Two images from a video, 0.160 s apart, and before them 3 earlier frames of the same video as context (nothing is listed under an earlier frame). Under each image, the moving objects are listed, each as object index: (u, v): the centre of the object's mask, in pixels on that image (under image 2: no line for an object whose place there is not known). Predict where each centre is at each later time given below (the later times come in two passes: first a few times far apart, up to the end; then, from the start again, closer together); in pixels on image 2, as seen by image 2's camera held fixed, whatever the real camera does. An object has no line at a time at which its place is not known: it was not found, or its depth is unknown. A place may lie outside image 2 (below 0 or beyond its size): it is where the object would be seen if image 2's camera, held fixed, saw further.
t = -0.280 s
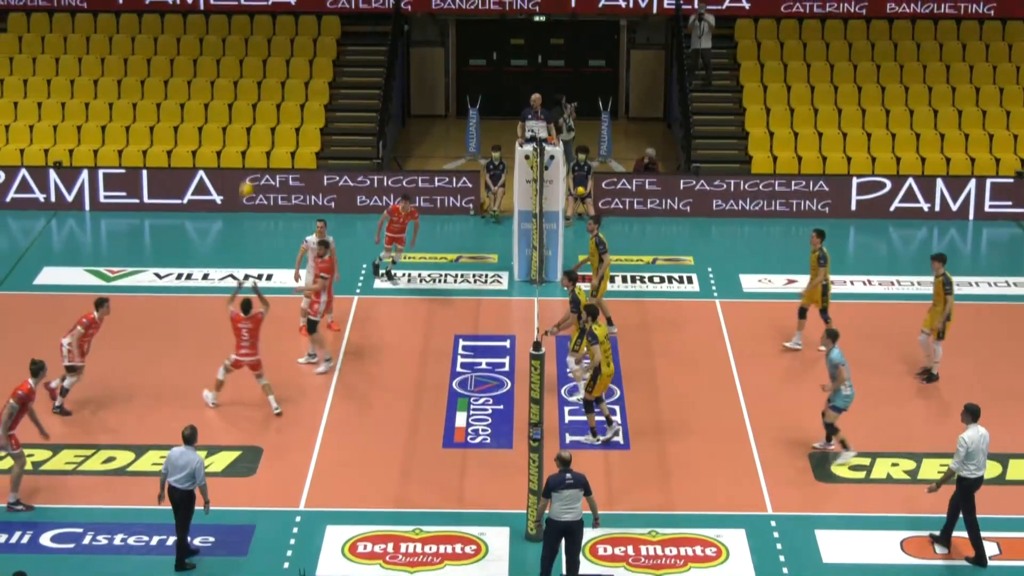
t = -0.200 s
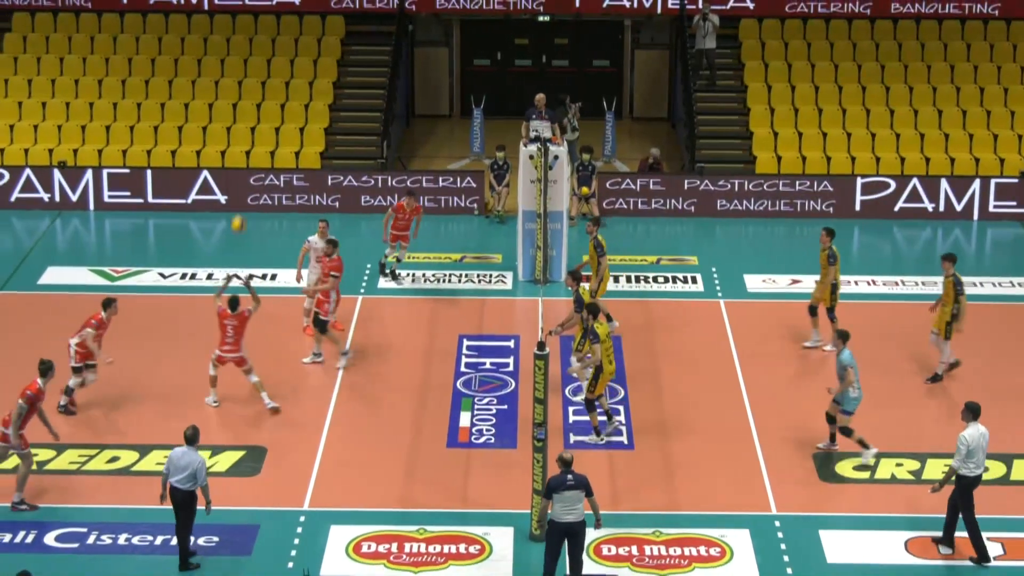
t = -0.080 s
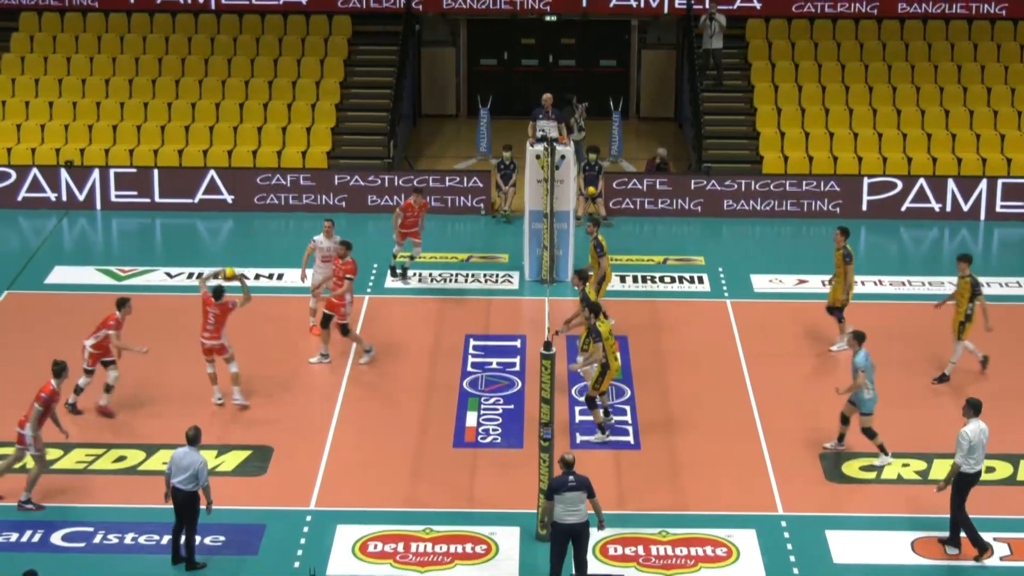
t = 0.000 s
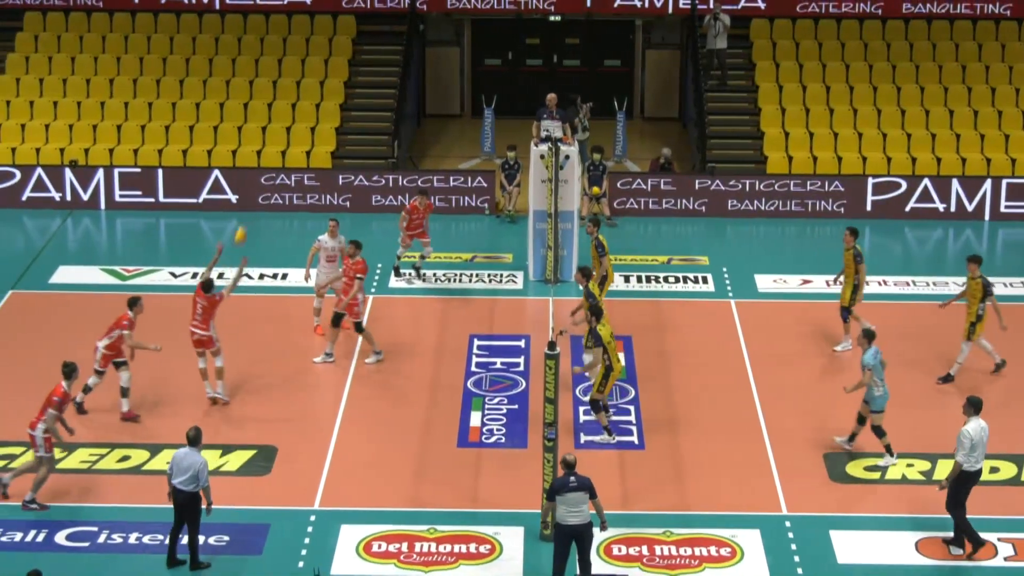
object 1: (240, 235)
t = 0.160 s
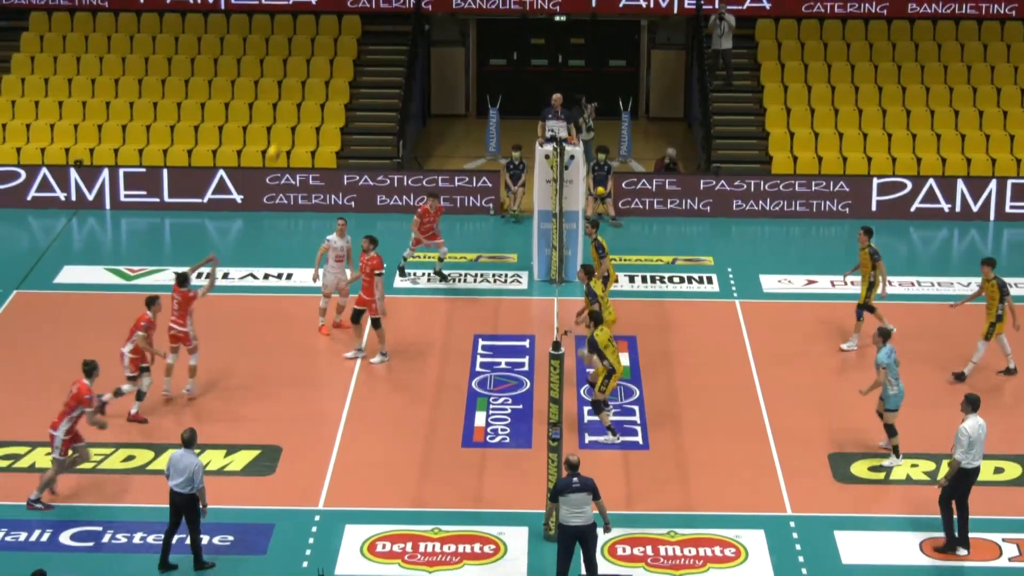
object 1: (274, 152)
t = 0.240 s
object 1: (287, 118)
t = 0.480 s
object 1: (324, 45)
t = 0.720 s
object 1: (363, 17)
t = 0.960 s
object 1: (398, 24)
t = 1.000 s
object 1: (403, 29)
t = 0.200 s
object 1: (280, 134)
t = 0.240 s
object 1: (287, 118)
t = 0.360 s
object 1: (305, 77)
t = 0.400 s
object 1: (311, 65)
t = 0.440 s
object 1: (318, 54)
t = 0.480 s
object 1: (324, 45)
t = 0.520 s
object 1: (331, 39)
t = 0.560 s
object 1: (337, 33)
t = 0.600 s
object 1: (344, 27)
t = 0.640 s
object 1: (350, 22)
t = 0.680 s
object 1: (357, 19)
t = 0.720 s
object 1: (363, 17)
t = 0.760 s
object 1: (368, 16)
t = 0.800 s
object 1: (375, 16)
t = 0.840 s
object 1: (381, 16)
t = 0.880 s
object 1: (386, 17)
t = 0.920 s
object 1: (392, 20)
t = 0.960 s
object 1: (398, 24)
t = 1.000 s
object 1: (403, 29)
